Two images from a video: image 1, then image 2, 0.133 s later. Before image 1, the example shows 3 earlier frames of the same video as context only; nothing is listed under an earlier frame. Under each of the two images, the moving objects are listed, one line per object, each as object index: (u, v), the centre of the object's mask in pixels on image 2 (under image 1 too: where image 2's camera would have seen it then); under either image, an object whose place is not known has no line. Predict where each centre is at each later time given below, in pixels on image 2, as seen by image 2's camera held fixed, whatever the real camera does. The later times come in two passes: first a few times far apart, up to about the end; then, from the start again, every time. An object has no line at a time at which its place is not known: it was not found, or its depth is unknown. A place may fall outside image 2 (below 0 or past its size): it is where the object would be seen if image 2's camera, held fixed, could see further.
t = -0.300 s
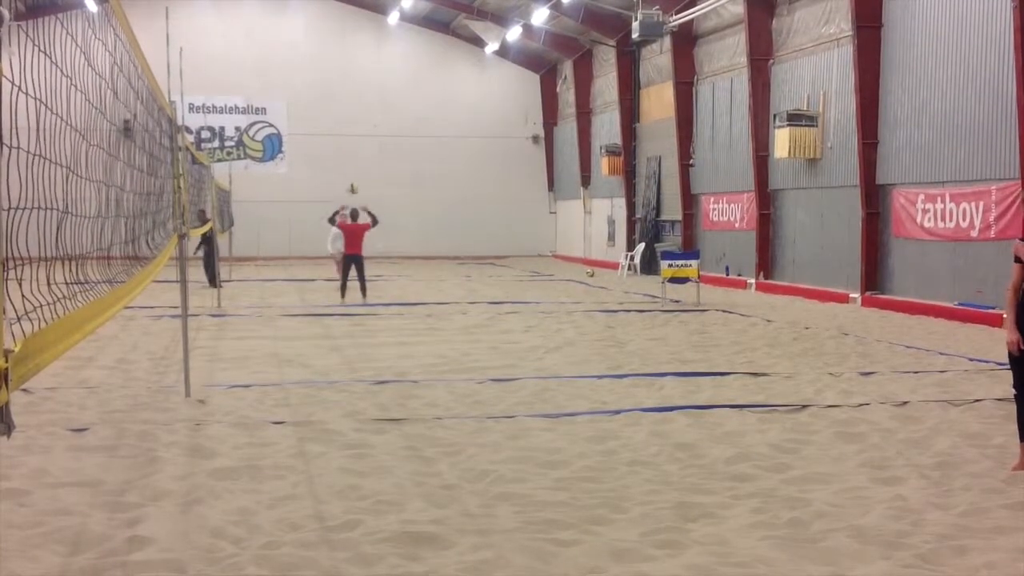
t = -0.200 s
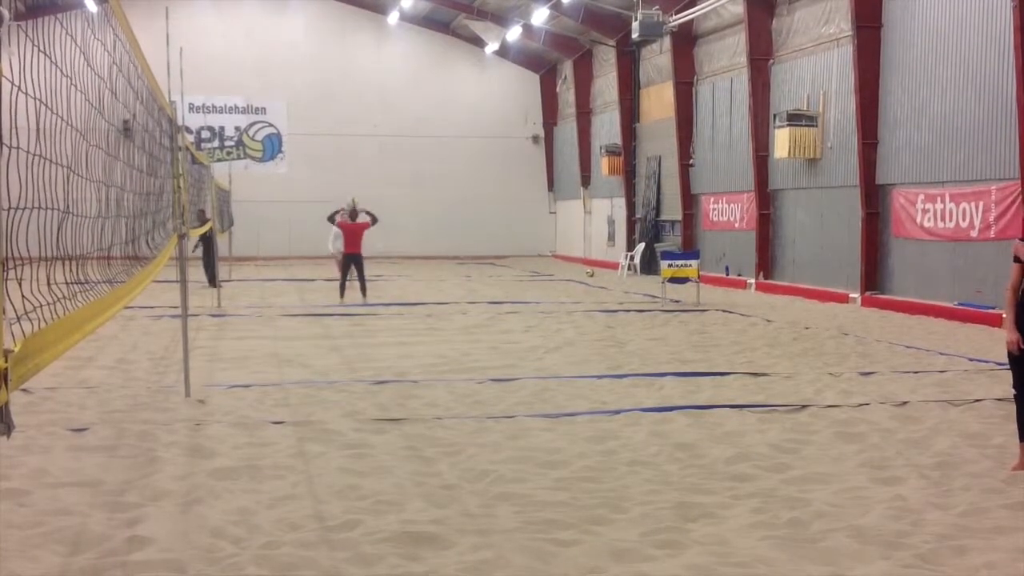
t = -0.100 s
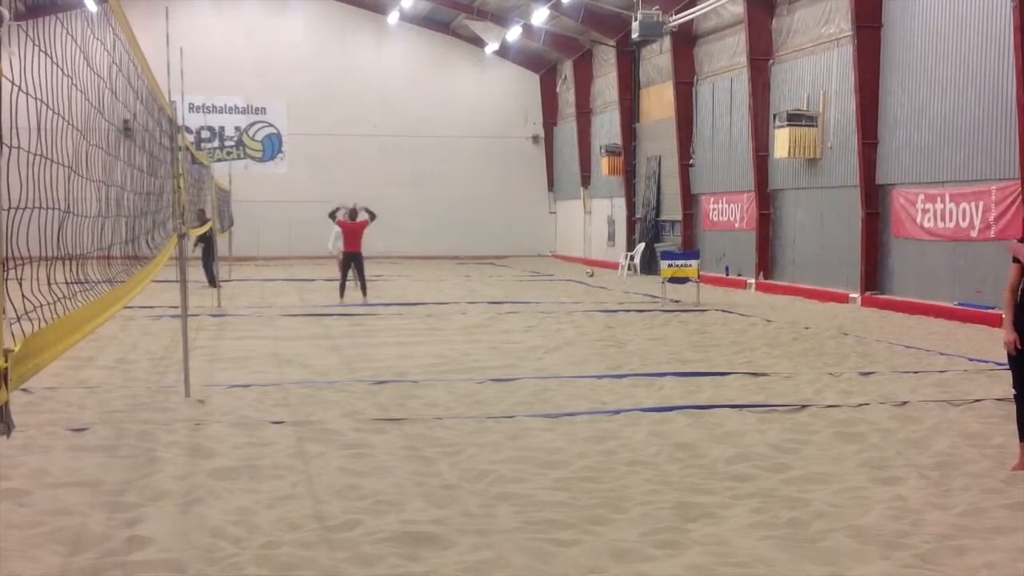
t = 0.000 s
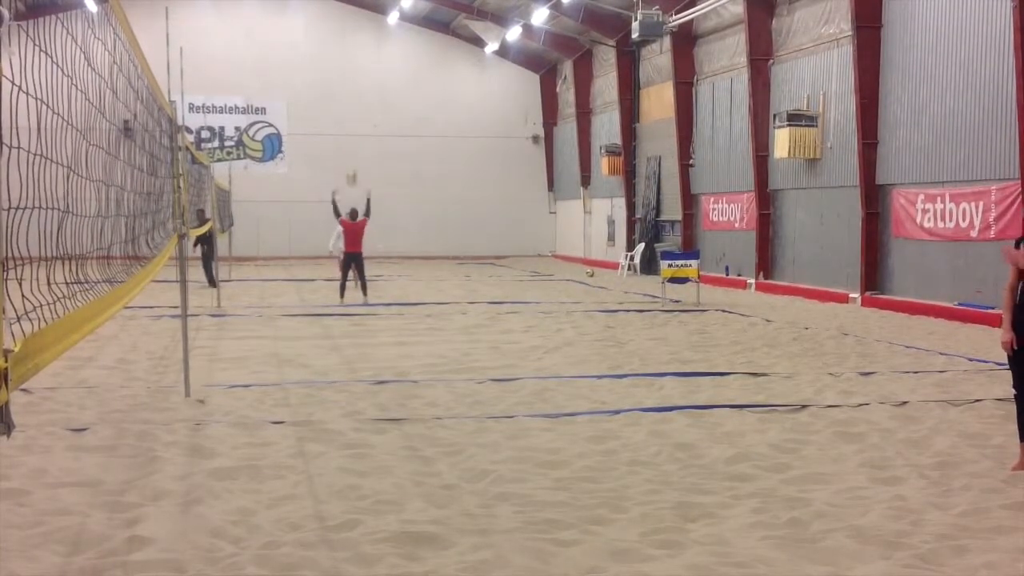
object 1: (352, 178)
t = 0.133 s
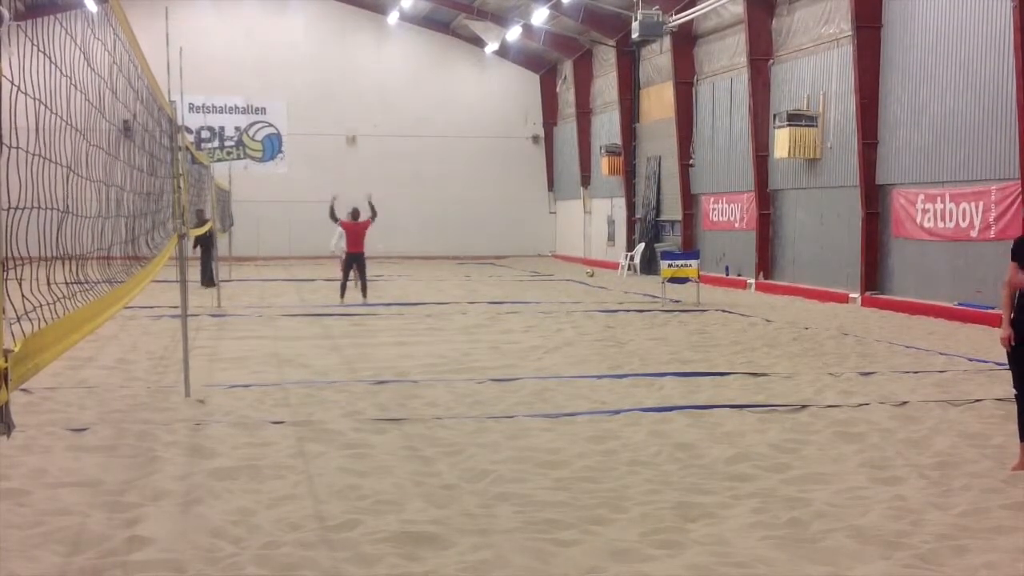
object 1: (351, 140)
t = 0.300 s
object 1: (349, 107)
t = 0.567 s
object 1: (347, 85)
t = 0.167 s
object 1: (351, 132)
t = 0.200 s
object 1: (350, 125)
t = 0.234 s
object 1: (350, 118)
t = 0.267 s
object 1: (349, 111)
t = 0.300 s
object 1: (349, 107)
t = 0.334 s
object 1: (348, 101)
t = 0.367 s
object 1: (348, 97)
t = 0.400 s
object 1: (348, 94)
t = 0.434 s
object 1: (348, 91)
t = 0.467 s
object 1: (347, 89)
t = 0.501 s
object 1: (347, 87)
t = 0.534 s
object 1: (347, 86)
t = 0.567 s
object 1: (347, 85)
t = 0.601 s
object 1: (347, 85)
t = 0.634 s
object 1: (347, 86)
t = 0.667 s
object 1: (347, 87)
